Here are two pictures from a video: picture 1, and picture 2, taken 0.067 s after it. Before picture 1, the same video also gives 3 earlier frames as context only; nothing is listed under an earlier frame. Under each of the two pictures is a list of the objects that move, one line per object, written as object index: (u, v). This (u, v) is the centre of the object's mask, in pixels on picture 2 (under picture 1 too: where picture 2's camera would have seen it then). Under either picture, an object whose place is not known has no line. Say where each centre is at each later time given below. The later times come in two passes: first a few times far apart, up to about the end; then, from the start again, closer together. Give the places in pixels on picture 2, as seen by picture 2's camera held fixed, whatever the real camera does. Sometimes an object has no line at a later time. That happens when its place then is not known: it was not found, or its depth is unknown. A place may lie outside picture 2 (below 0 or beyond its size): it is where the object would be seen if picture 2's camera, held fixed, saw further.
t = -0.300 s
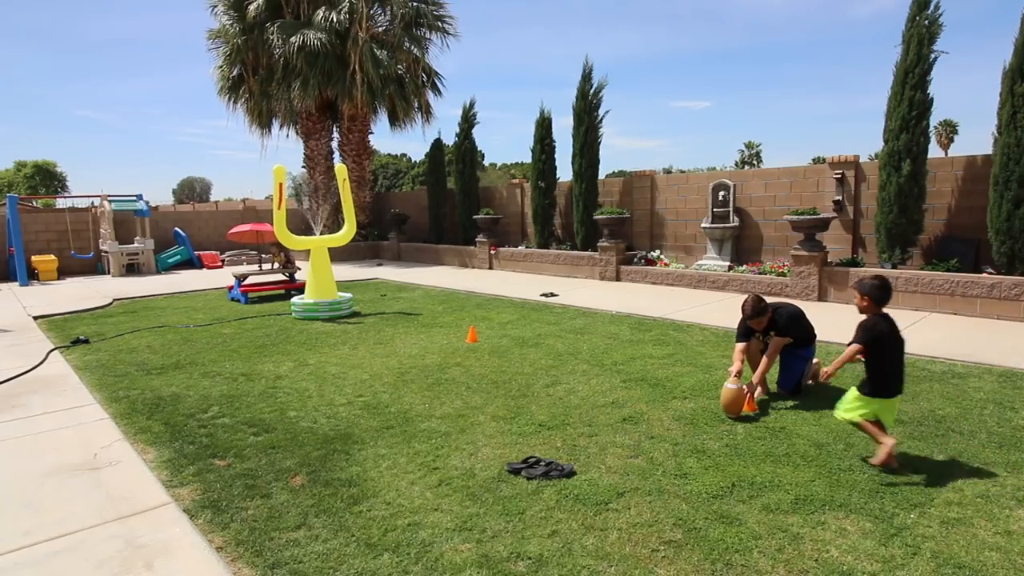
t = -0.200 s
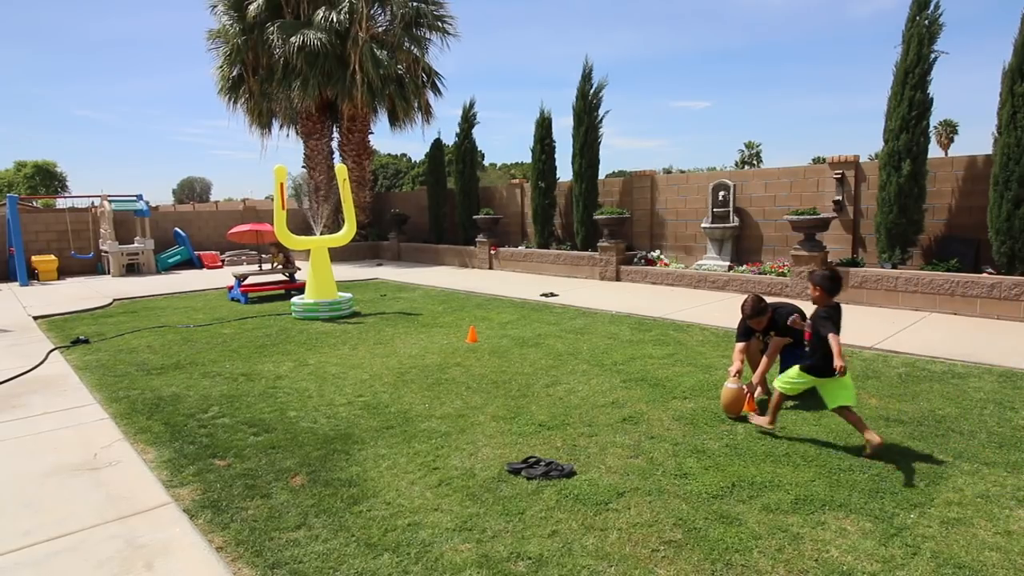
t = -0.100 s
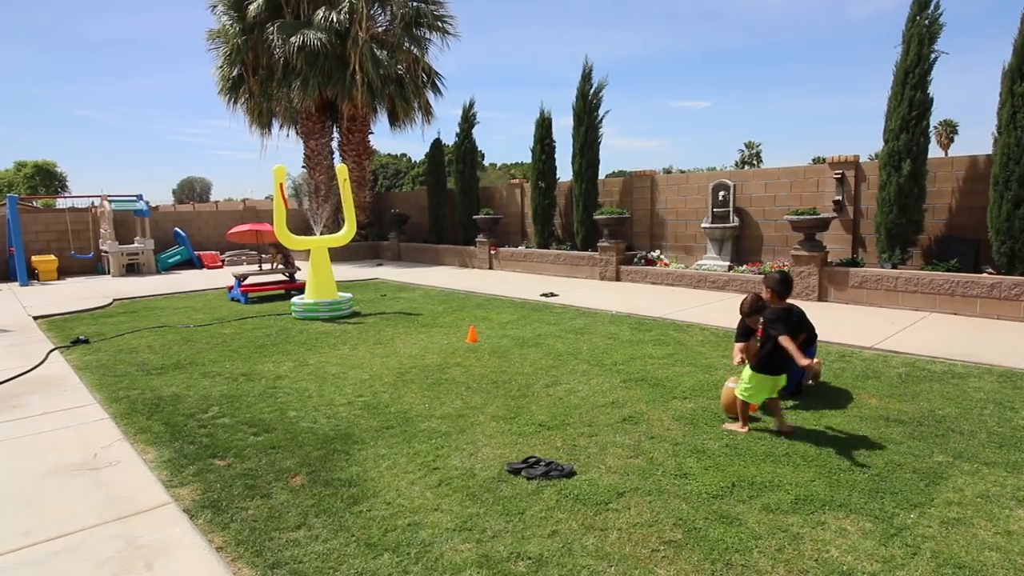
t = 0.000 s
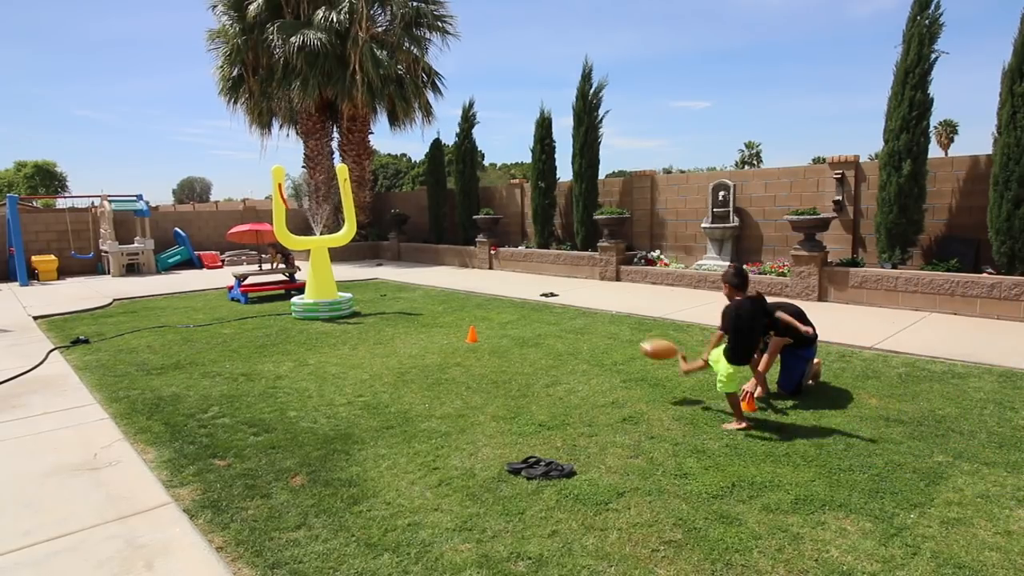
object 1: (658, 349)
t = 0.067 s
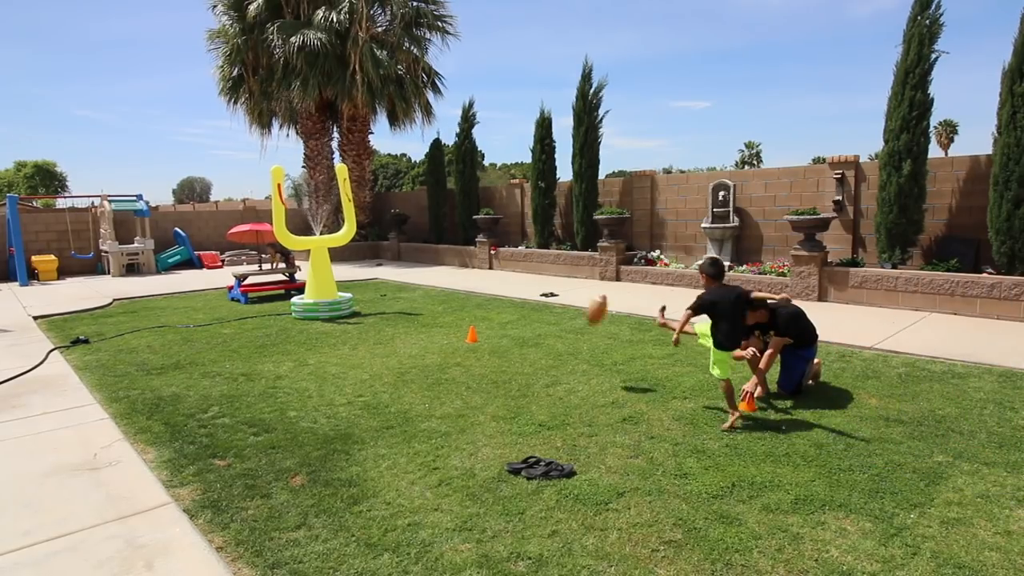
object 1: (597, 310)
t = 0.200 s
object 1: (497, 262)
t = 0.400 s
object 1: (392, 239)
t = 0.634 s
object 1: (300, 261)
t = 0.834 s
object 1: (236, 313)
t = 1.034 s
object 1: (195, 340)
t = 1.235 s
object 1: (167, 342)
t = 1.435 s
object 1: (145, 351)
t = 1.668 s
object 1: (128, 355)
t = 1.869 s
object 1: (122, 356)
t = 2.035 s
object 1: (119, 355)
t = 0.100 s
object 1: (570, 295)
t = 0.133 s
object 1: (544, 282)
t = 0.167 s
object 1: (519, 270)
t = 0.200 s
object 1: (497, 262)
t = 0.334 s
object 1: (424, 240)
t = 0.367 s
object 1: (408, 239)
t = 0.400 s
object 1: (392, 239)
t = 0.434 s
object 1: (377, 240)
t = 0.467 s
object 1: (362, 241)
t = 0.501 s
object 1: (349, 244)
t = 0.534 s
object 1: (335, 248)
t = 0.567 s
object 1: (322, 251)
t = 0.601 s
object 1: (310, 255)
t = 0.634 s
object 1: (300, 261)
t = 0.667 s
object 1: (289, 268)
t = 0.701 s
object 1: (277, 276)
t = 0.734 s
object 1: (266, 284)
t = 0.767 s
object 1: (256, 294)
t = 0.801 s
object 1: (246, 302)
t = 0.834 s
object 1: (236, 313)
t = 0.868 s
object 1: (226, 324)
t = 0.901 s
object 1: (217, 335)
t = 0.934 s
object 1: (210, 341)
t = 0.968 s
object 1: (205, 341)
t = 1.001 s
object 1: (200, 342)
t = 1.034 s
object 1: (195, 340)
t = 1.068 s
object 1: (189, 339)
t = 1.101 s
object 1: (185, 338)
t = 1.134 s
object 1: (180, 337)
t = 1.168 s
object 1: (176, 338)
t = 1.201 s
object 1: (172, 340)
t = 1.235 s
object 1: (167, 342)
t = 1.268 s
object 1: (162, 345)
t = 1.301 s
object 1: (159, 350)
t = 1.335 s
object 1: (155, 350)
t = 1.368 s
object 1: (151, 350)
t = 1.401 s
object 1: (148, 350)
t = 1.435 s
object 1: (145, 351)
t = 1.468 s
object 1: (142, 352)
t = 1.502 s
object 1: (140, 354)
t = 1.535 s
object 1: (136, 355)
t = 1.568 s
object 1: (134, 355)
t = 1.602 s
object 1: (132, 354)
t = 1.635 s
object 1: (130, 354)
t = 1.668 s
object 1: (128, 355)
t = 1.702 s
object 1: (126, 355)
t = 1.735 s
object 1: (125, 356)
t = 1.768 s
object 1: (124, 356)
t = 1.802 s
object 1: (123, 356)
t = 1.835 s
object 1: (122, 356)
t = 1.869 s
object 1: (122, 356)
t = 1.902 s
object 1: (121, 356)
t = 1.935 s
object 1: (120, 356)
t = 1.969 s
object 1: (120, 355)
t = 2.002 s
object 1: (119, 355)
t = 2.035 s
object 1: (119, 355)
